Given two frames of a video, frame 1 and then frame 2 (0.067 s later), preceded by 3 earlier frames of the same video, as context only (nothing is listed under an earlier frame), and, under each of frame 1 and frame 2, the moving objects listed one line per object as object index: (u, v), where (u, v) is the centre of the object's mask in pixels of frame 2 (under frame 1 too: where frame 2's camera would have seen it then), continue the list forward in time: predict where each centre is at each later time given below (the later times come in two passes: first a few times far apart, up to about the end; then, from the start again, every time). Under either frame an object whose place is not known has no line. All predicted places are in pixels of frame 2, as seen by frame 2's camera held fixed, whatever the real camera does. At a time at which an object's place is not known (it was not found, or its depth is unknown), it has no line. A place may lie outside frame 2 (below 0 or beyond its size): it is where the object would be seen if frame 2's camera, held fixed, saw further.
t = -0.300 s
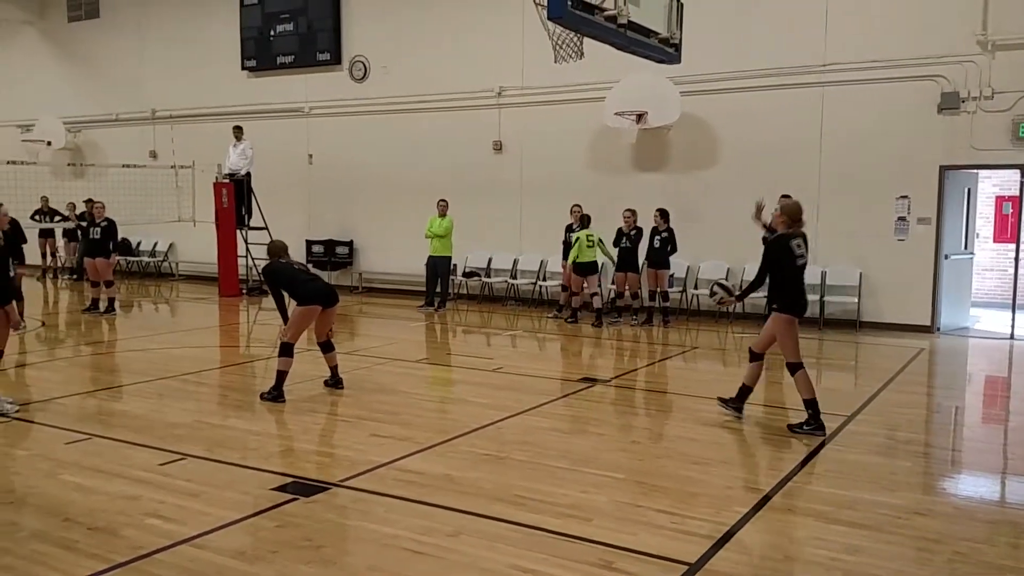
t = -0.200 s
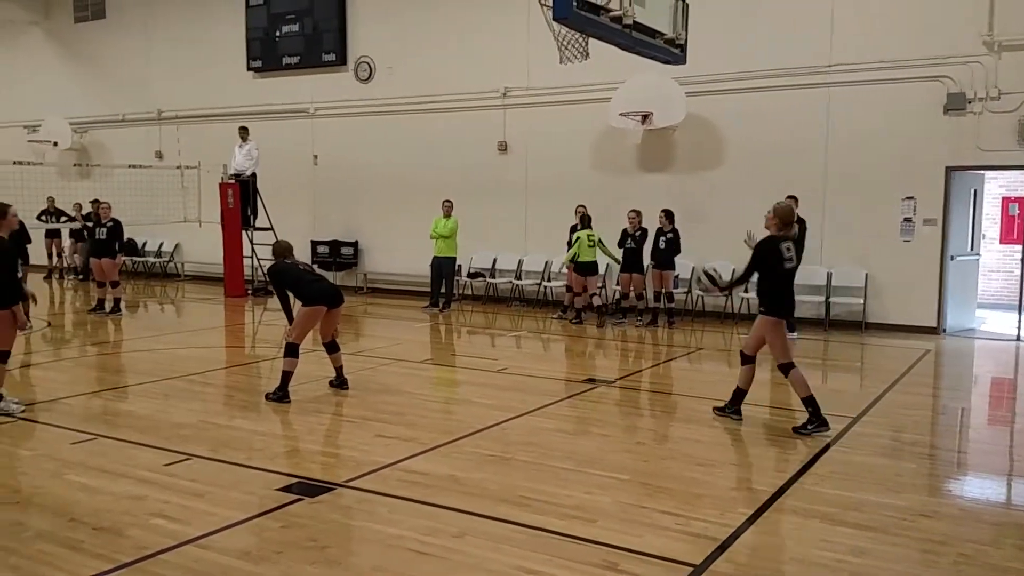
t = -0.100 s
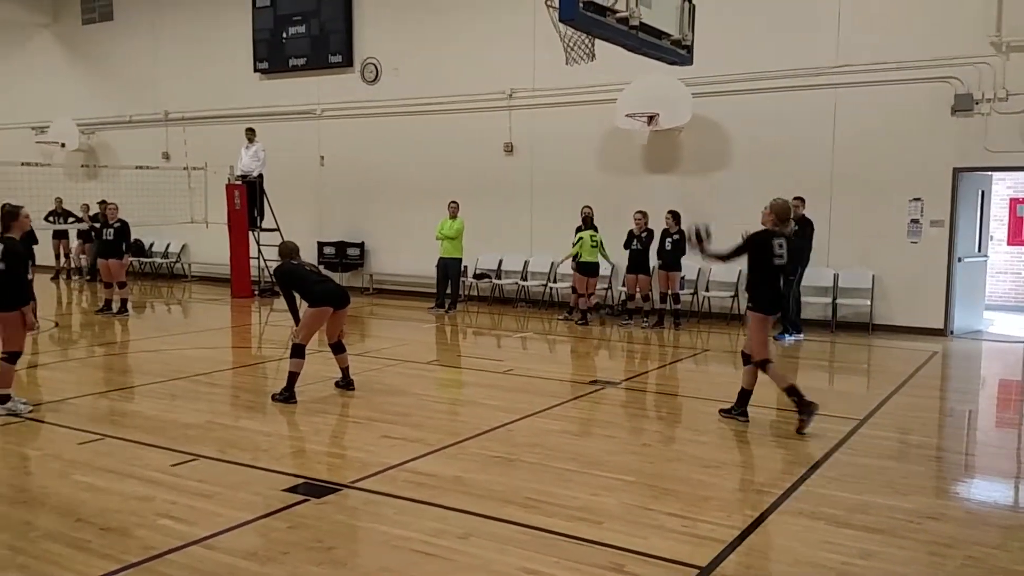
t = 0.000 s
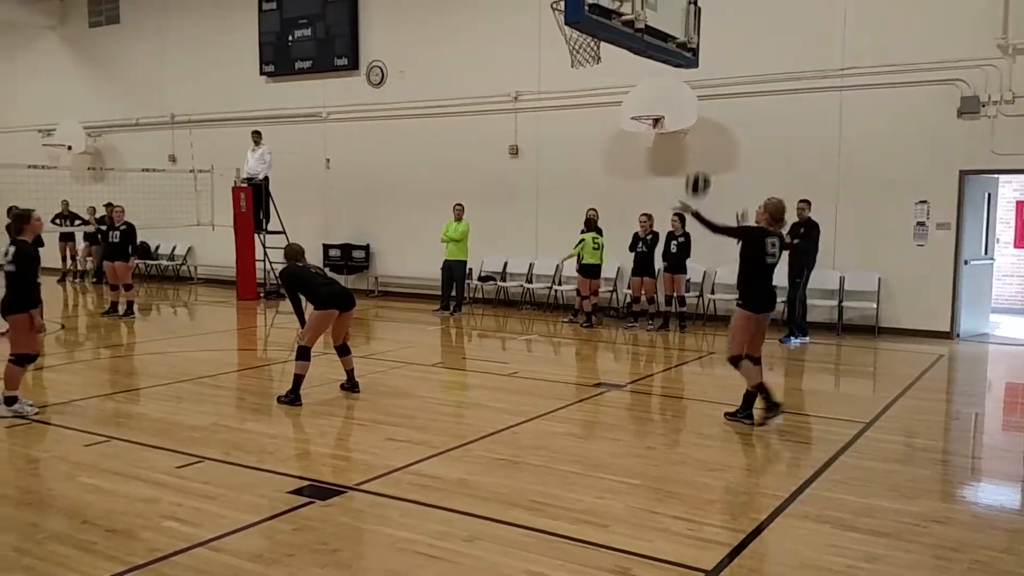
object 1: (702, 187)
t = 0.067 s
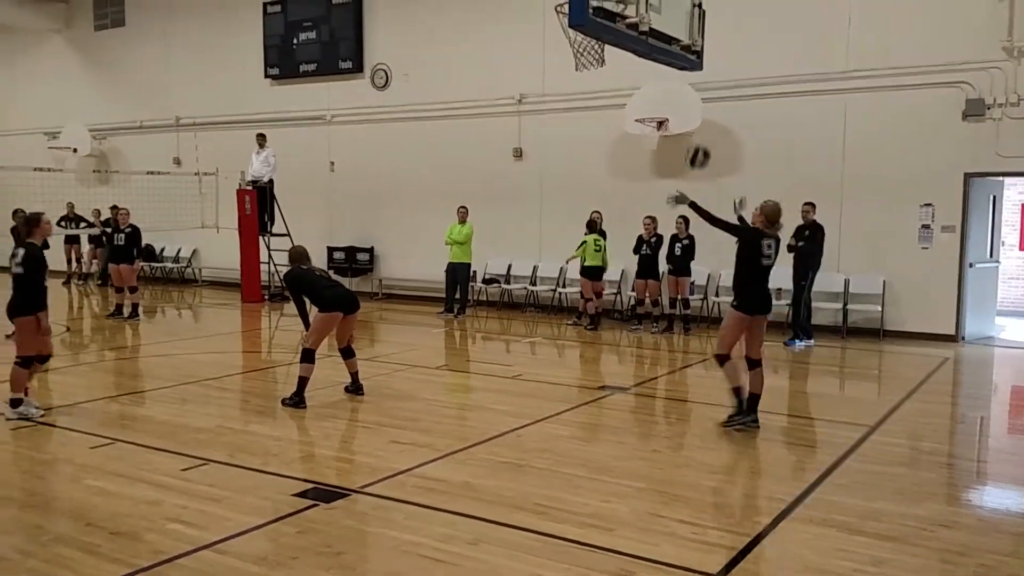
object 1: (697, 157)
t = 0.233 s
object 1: (687, 103)
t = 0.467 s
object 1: (670, 87)
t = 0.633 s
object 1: (659, 115)
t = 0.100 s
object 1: (695, 143)
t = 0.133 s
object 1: (694, 131)
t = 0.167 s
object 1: (692, 120)
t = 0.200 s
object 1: (690, 111)
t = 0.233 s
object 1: (687, 103)
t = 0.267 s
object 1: (685, 97)
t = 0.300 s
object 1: (683, 92)
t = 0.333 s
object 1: (680, 88)
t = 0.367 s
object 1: (678, 86)
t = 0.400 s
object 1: (675, 85)
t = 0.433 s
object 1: (673, 85)
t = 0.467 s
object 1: (670, 87)
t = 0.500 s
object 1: (668, 90)
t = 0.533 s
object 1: (666, 94)
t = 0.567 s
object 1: (663, 100)
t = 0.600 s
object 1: (661, 107)
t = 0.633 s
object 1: (659, 115)
